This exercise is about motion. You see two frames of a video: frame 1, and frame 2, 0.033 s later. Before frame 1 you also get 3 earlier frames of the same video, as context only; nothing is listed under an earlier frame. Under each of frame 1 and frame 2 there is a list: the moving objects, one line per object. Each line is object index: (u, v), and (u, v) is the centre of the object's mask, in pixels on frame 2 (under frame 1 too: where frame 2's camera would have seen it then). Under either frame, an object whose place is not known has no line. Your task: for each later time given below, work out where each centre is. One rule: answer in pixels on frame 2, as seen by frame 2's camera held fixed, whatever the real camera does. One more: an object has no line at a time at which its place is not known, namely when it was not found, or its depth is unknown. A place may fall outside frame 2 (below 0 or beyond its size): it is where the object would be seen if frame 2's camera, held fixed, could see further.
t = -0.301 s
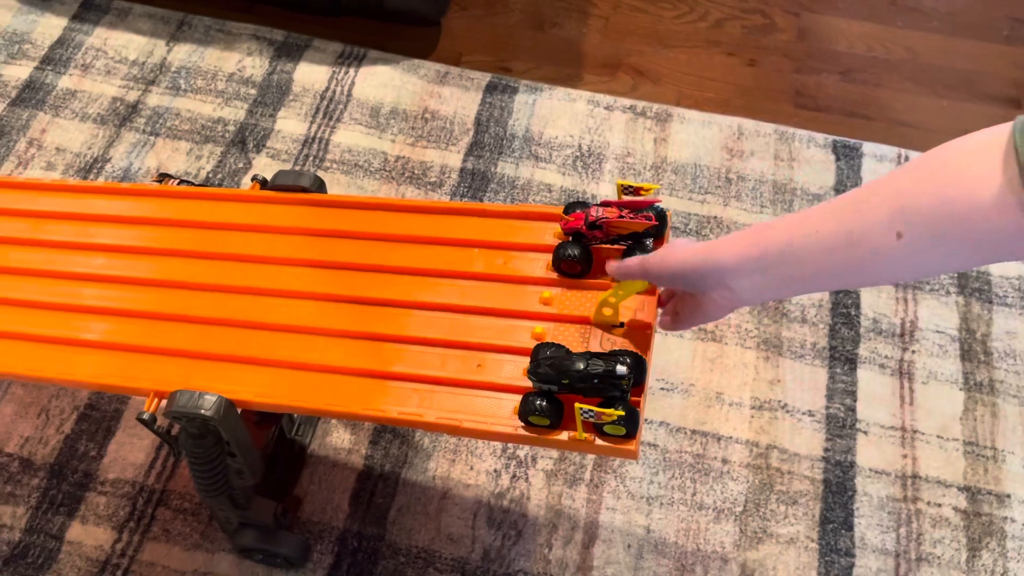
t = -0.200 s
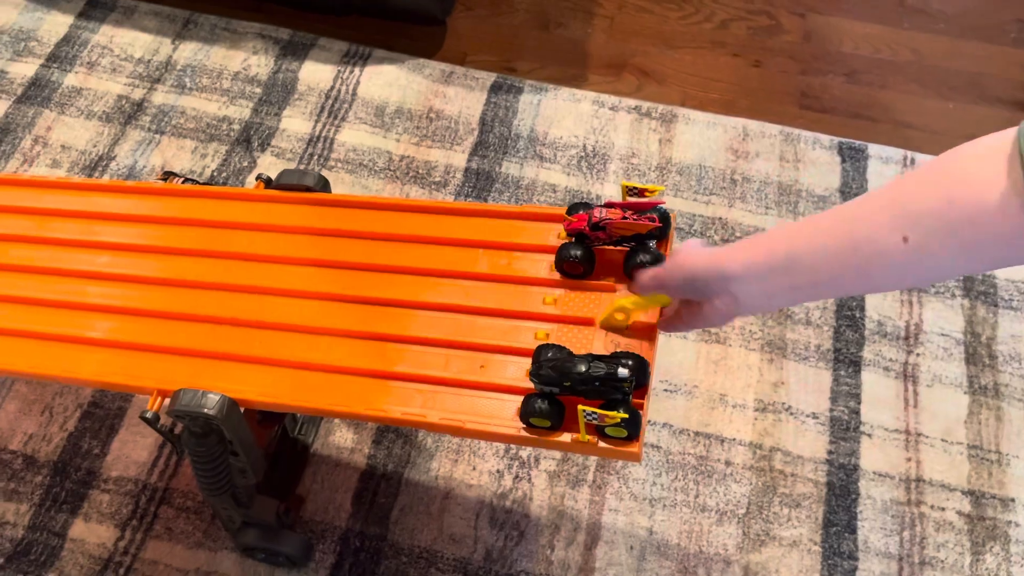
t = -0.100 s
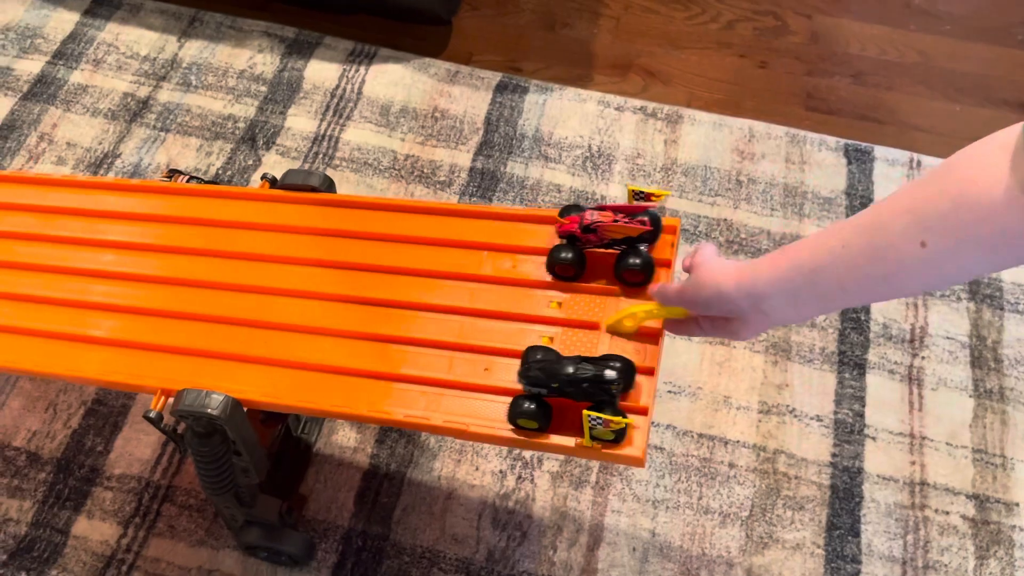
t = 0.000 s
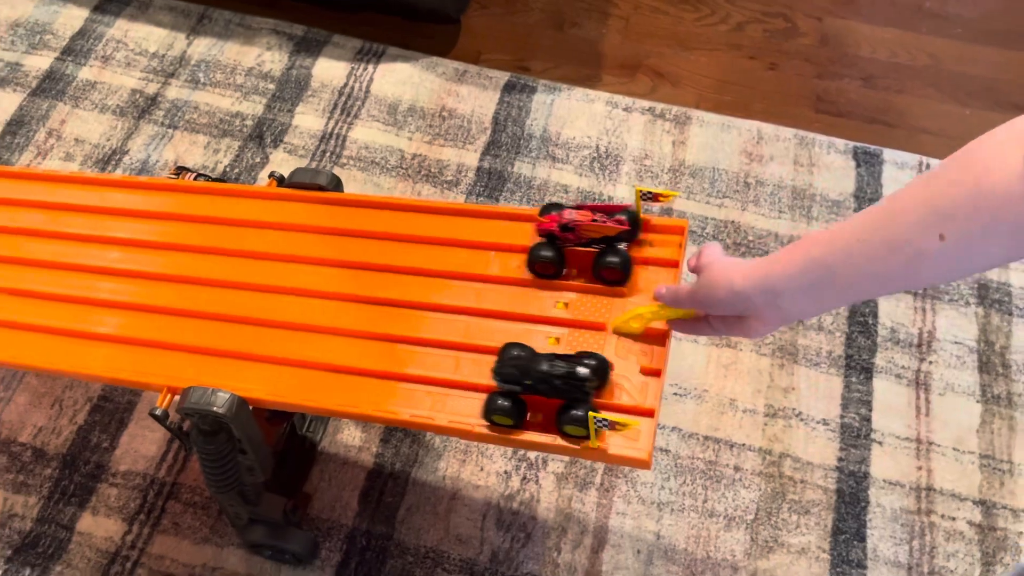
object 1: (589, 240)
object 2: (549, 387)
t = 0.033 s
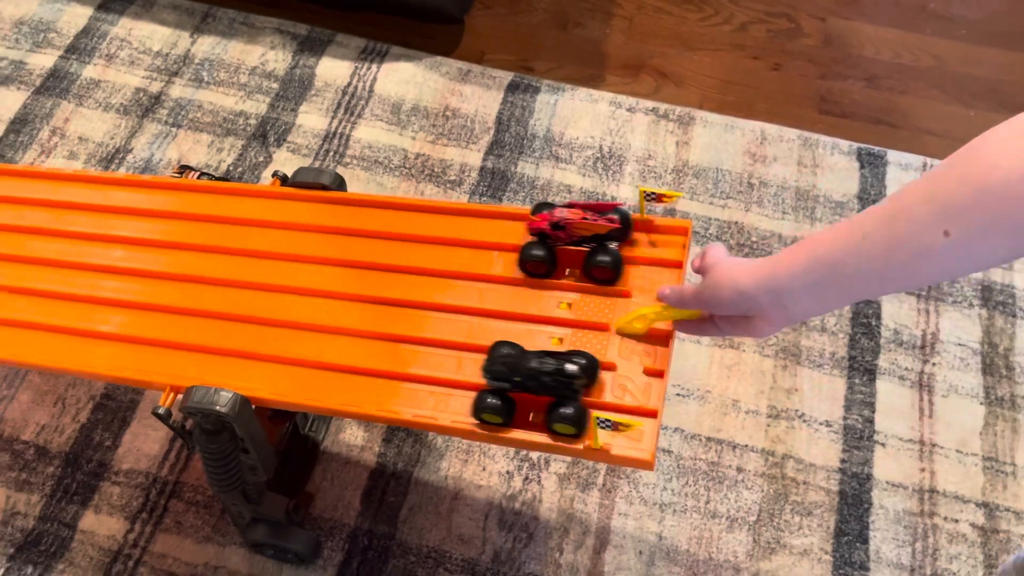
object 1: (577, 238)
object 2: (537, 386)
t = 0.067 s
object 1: (563, 237)
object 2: (522, 384)
